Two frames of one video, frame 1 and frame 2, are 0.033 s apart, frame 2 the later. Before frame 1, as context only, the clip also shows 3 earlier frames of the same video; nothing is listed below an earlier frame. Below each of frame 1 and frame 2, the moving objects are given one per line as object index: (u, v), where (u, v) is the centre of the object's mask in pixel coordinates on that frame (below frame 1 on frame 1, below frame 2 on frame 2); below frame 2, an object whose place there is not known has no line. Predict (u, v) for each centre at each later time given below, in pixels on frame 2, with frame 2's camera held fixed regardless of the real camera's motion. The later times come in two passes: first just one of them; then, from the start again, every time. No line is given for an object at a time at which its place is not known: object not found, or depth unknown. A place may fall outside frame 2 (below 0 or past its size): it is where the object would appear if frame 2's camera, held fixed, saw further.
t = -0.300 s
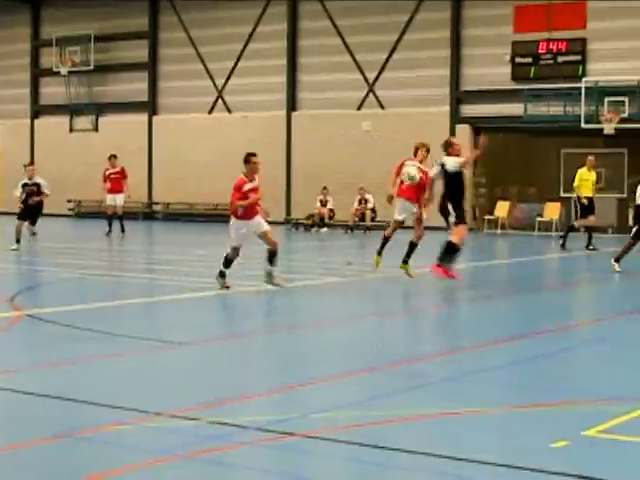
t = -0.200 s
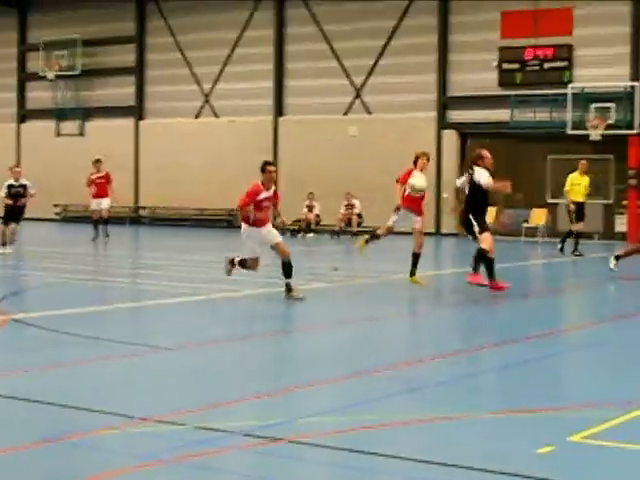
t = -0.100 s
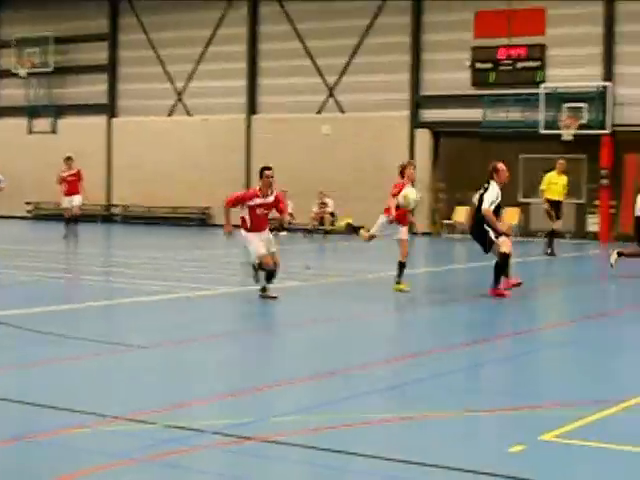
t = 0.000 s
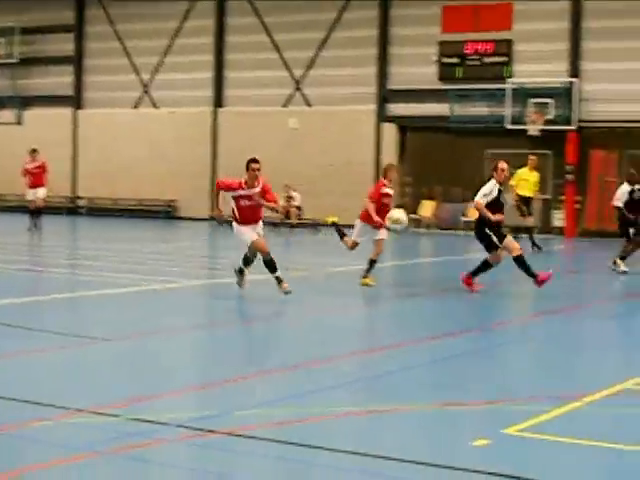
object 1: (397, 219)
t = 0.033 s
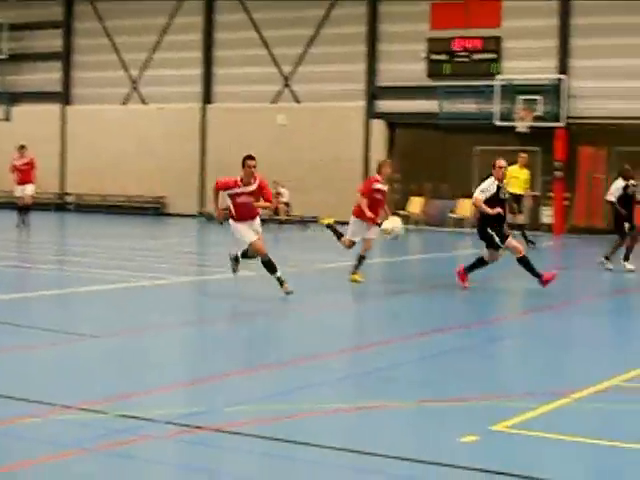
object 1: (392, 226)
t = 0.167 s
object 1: (424, 291)
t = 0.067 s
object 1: (400, 240)
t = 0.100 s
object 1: (409, 254)
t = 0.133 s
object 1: (417, 273)
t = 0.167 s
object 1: (424, 291)
